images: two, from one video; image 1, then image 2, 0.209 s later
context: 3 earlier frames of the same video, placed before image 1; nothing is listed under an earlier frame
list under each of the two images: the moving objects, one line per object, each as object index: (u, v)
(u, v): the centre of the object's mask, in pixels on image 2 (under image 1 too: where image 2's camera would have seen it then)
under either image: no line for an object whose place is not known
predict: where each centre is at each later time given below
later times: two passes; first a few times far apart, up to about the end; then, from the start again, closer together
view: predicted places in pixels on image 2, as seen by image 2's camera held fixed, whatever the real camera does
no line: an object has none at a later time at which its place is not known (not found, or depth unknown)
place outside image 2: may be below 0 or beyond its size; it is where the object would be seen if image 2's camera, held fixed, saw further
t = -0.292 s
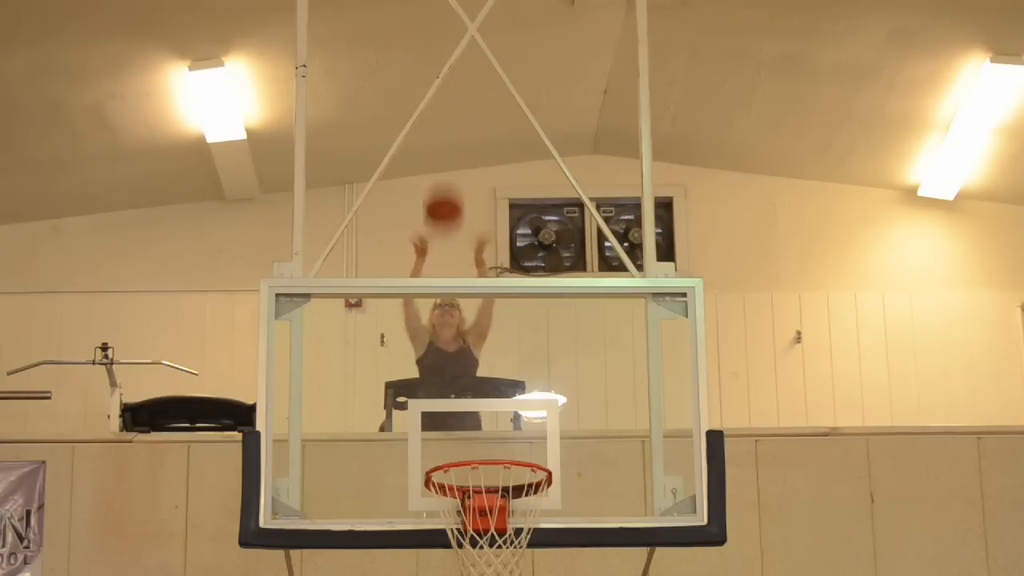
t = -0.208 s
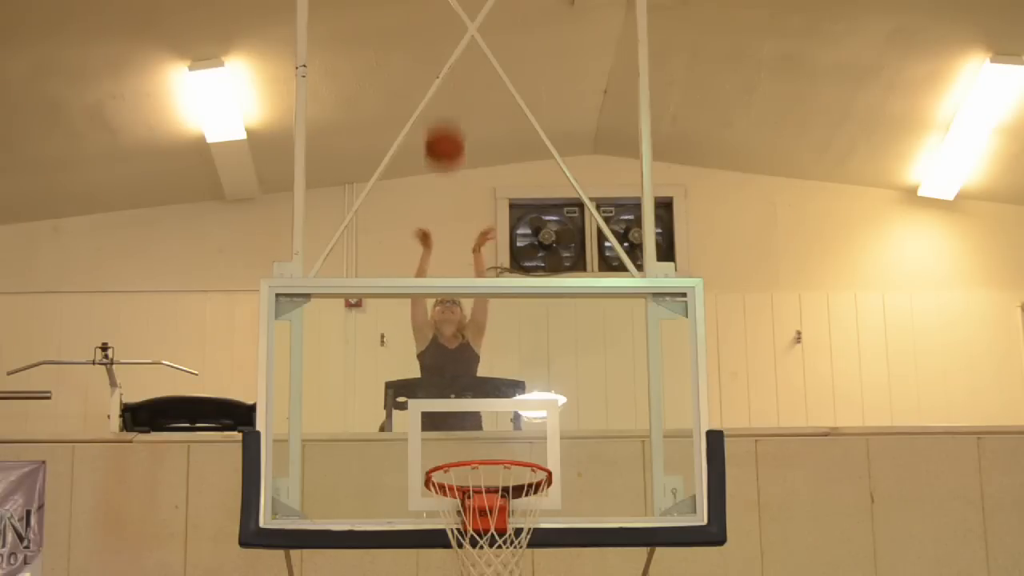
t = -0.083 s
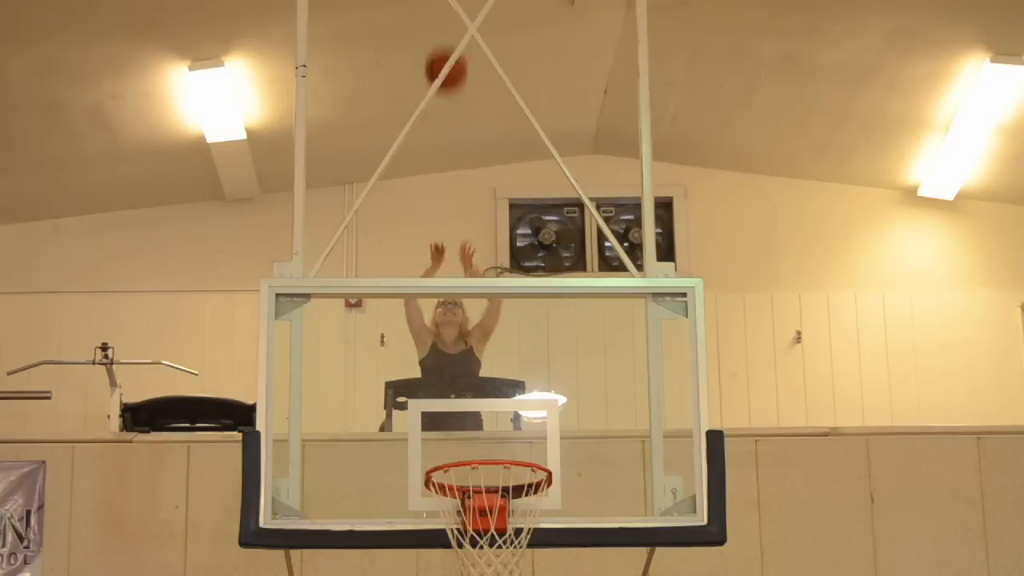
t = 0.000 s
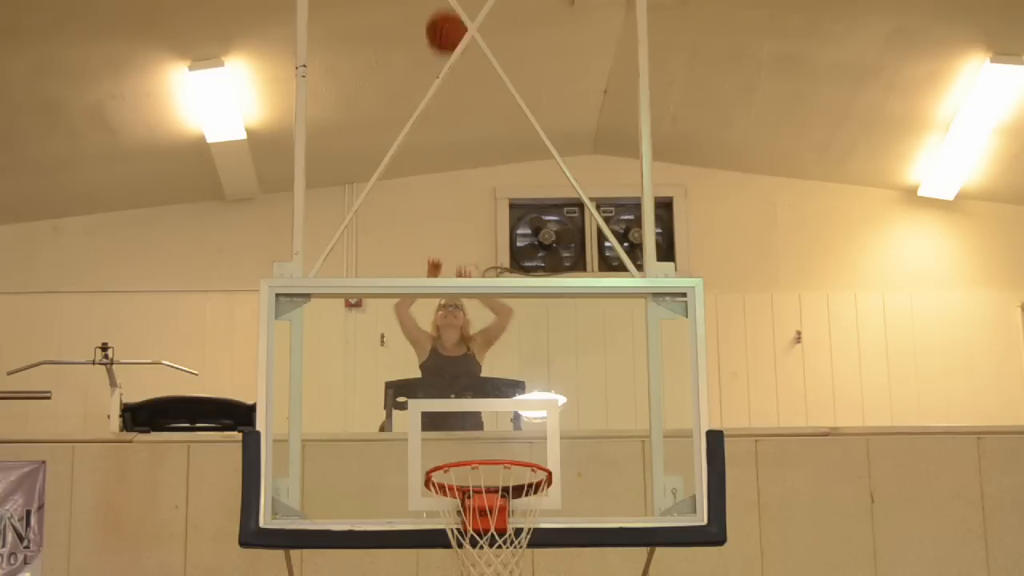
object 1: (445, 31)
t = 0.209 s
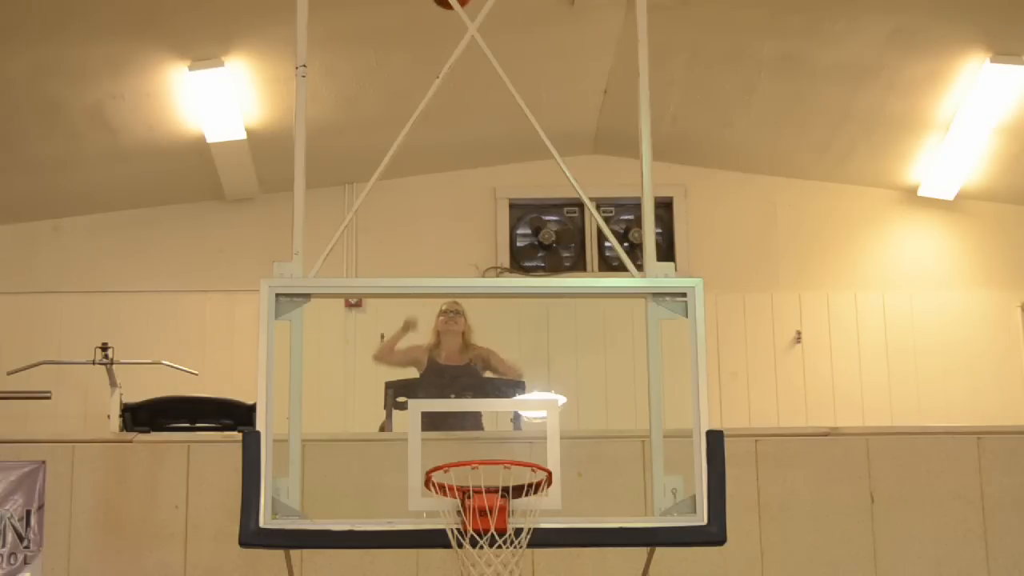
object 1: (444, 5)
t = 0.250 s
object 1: (444, 4)
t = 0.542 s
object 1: (464, 79)
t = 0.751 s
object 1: (469, 279)
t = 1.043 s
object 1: (479, 461)
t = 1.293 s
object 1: (465, 462)
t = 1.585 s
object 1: (532, 541)
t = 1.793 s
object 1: (518, 568)
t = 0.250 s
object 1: (444, 4)
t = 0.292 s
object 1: (451, 5)
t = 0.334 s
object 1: (453, 7)
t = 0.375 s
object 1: (454, 12)
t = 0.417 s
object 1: (453, 18)
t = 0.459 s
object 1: (448, 31)
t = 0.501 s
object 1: (461, 54)
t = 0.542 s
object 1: (464, 79)
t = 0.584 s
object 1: (462, 106)
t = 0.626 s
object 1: (464, 142)
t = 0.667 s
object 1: (465, 178)
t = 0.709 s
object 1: (467, 226)
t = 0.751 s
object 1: (469, 279)
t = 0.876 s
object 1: (480, 458)
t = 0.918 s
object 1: (498, 475)
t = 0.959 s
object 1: (492, 478)
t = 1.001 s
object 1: (475, 463)
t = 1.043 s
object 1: (479, 461)
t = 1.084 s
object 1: (493, 462)
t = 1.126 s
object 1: (507, 467)
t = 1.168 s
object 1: (501, 463)
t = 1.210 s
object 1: (489, 460)
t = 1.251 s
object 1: (477, 458)
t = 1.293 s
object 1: (465, 462)
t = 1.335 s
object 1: (466, 465)
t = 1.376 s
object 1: (479, 469)
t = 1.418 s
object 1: (491, 479)
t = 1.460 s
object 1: (503, 494)
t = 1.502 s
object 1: (519, 510)
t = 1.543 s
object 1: (526, 526)
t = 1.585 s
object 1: (532, 541)
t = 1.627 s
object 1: (535, 549)
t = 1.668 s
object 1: (536, 553)
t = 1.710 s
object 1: (532, 558)
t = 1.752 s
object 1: (527, 562)
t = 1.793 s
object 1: (518, 568)
